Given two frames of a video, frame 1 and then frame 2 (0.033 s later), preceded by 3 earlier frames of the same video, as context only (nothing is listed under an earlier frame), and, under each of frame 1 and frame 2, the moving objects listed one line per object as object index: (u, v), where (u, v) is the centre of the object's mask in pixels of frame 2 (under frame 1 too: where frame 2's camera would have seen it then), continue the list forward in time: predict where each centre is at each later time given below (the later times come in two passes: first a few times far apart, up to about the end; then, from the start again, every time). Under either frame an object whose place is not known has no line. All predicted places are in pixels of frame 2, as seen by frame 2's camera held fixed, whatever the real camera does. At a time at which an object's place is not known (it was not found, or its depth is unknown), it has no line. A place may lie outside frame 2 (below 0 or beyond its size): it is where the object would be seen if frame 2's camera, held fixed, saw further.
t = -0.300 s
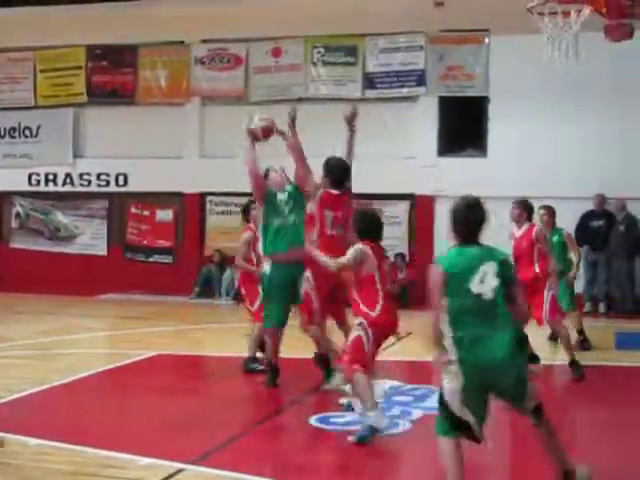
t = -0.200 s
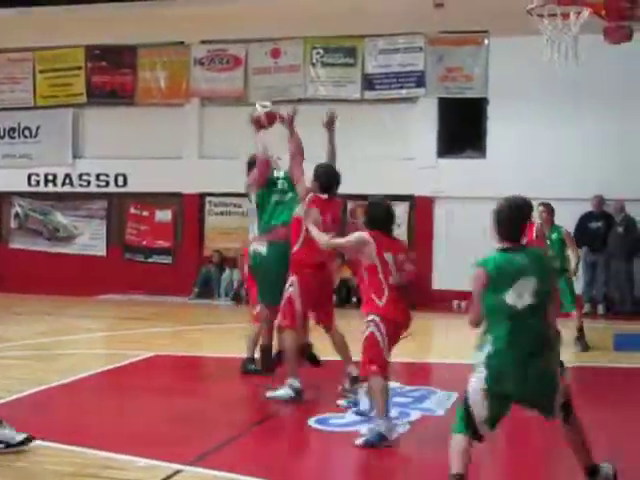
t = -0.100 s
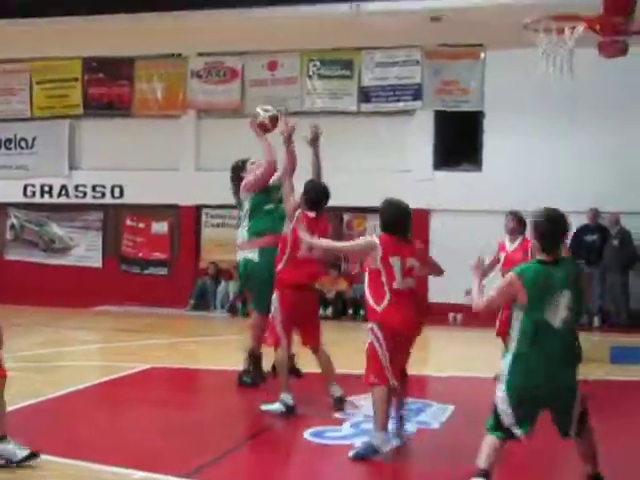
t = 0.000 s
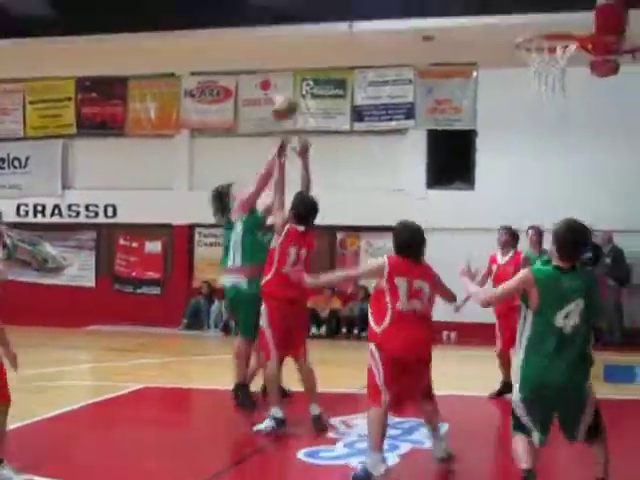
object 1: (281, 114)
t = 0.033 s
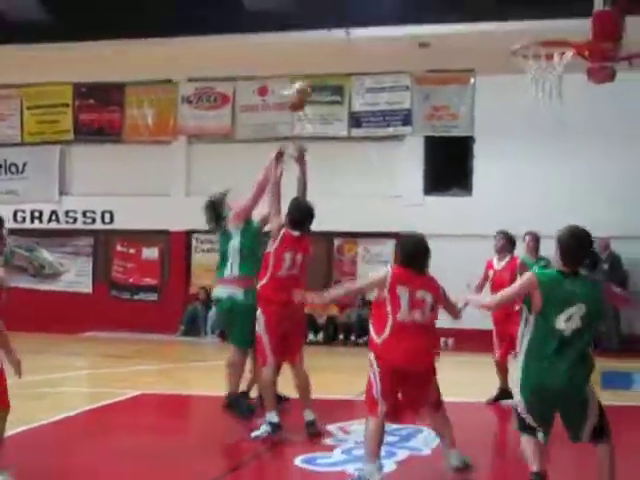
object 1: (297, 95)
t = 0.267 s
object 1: (397, 22)
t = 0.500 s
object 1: (507, 8)
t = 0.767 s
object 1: (560, 18)
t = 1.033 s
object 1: (525, 35)
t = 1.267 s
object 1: (528, 50)
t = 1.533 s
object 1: (548, 113)
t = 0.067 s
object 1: (307, 84)
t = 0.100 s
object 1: (325, 67)
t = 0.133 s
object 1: (341, 59)
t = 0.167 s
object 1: (354, 48)
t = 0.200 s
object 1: (367, 38)
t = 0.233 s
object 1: (384, 29)
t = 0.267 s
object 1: (397, 22)
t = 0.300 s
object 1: (412, 16)
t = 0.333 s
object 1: (428, 12)
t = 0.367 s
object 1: (444, 8)
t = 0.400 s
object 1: (460, 6)
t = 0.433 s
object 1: (476, 6)
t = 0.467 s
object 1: (491, 6)
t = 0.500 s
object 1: (507, 8)
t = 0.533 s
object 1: (524, 11)
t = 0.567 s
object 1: (540, 16)
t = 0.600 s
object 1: (555, 22)
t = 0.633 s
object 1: (576, 28)
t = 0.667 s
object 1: (577, 27)
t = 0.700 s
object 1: (571, 23)
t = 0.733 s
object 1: (566, 20)
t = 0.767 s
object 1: (560, 18)
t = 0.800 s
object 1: (555, 17)
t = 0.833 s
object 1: (549, 18)
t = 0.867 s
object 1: (544, 21)
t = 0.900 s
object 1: (539, 24)
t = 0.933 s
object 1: (533, 29)
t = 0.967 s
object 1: (528, 33)
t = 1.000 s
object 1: (524, 35)
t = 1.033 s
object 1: (525, 35)
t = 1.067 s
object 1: (525, 34)
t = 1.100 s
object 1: (525, 34)
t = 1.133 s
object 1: (526, 36)
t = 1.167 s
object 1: (525, 42)
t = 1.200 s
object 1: (526, 45)
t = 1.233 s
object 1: (527, 46)
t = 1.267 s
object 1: (528, 50)
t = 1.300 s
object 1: (528, 56)
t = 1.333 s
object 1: (534, 62)
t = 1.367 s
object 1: (537, 69)
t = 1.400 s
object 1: (540, 81)
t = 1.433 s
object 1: (543, 87)
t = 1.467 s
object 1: (543, 91)
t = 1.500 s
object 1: (545, 102)
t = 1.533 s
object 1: (548, 113)
